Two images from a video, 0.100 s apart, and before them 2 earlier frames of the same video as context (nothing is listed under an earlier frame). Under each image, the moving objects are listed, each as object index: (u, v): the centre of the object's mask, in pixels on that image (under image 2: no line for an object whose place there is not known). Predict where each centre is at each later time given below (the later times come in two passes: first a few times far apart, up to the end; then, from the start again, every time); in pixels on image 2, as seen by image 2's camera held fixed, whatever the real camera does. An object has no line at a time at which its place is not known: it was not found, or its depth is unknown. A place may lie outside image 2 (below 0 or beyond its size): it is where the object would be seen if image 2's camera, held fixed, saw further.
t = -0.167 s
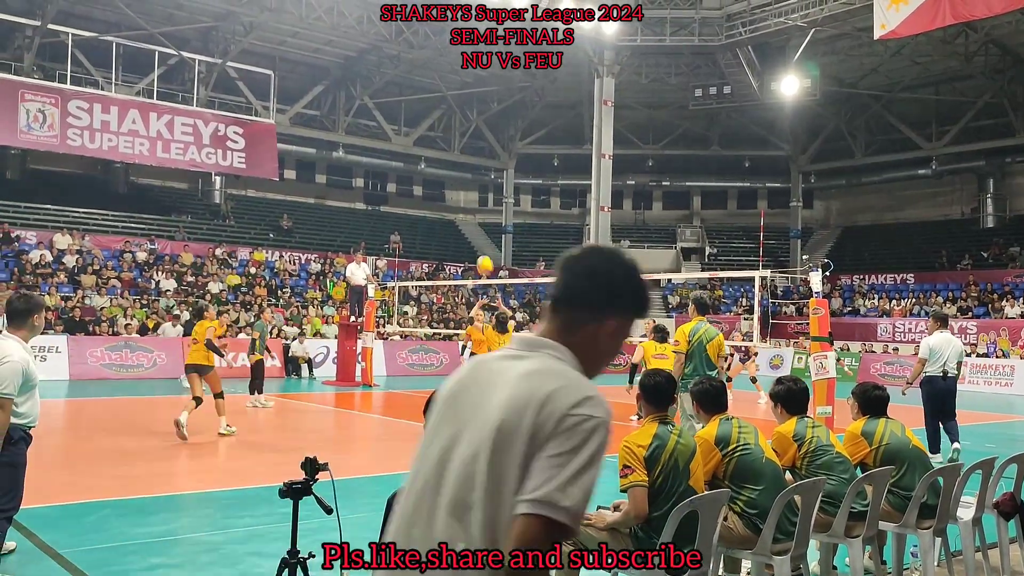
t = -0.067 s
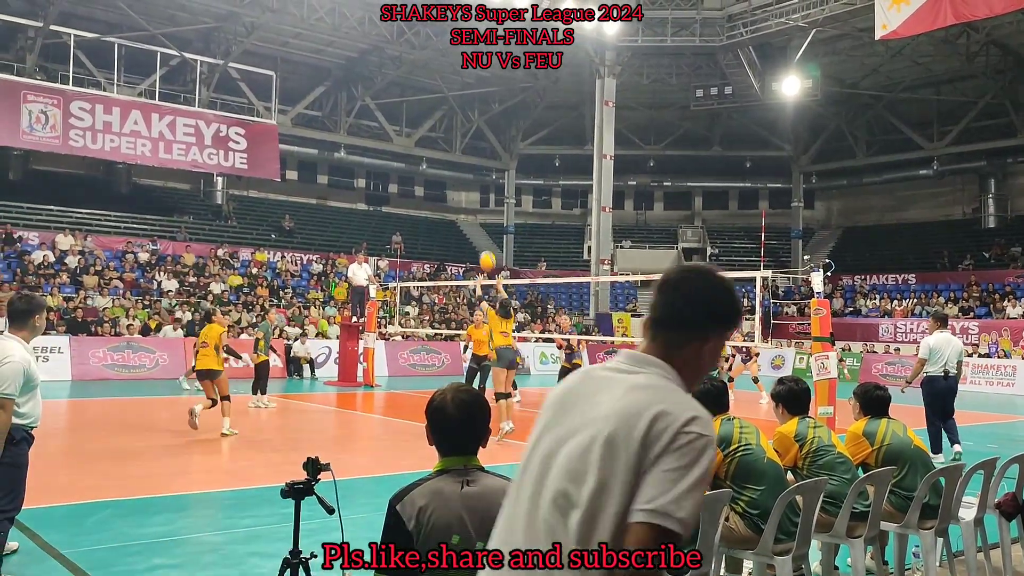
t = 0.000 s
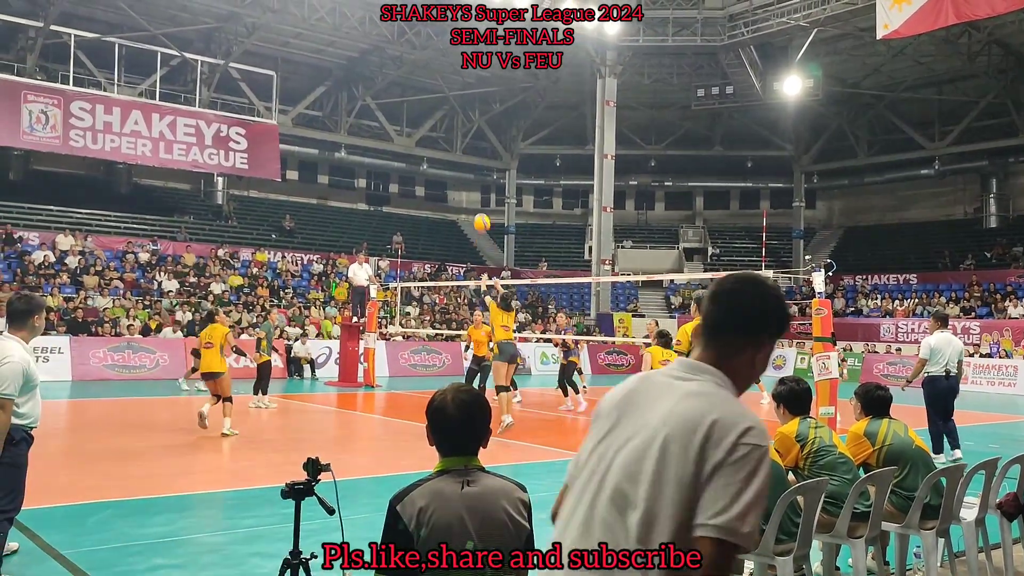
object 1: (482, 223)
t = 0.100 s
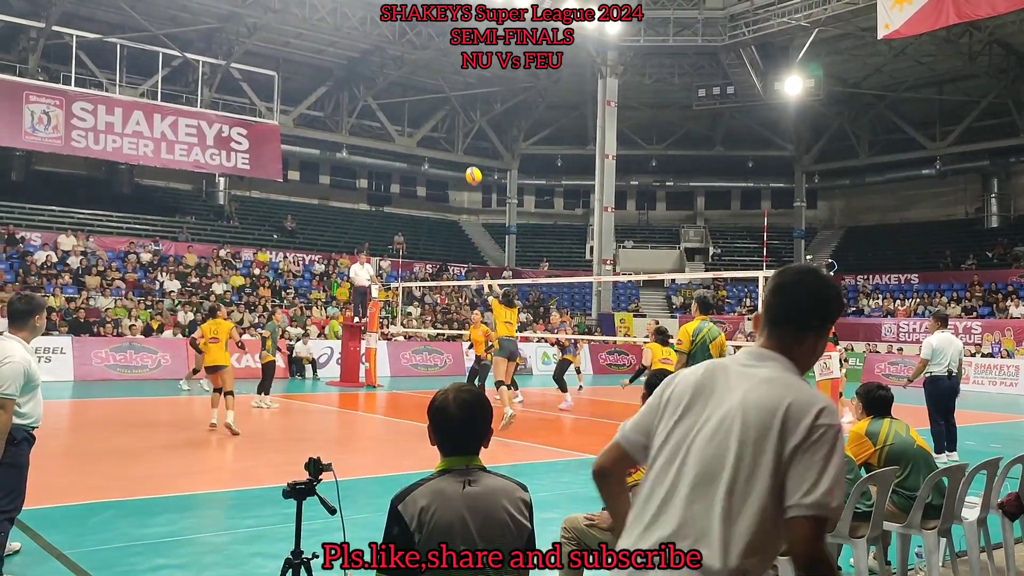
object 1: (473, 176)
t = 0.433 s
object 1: (445, 89)
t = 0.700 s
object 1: (426, 80)
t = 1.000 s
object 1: (408, 116)
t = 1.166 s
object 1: (399, 154)
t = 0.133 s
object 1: (470, 163)
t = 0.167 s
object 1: (467, 151)
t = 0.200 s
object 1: (464, 140)
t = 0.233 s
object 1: (461, 130)
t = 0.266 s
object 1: (458, 121)
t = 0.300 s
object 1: (455, 113)
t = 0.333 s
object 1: (453, 106)
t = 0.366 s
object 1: (450, 99)
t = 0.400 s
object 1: (447, 94)
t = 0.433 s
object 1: (445, 89)
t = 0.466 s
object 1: (442, 86)
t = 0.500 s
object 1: (440, 83)
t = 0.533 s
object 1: (437, 81)
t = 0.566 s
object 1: (435, 79)
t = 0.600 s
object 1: (433, 78)
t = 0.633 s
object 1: (431, 78)
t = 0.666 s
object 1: (428, 79)
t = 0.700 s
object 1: (426, 80)
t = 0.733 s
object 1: (424, 82)
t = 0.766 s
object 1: (422, 84)
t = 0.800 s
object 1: (420, 87)
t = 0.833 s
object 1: (418, 91)
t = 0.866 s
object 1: (416, 95)
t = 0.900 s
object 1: (414, 99)
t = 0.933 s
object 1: (412, 105)
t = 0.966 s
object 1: (410, 110)
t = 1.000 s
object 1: (408, 116)
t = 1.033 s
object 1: (406, 123)
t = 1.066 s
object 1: (405, 130)
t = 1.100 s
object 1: (403, 137)
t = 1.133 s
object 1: (401, 145)
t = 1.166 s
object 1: (399, 154)
